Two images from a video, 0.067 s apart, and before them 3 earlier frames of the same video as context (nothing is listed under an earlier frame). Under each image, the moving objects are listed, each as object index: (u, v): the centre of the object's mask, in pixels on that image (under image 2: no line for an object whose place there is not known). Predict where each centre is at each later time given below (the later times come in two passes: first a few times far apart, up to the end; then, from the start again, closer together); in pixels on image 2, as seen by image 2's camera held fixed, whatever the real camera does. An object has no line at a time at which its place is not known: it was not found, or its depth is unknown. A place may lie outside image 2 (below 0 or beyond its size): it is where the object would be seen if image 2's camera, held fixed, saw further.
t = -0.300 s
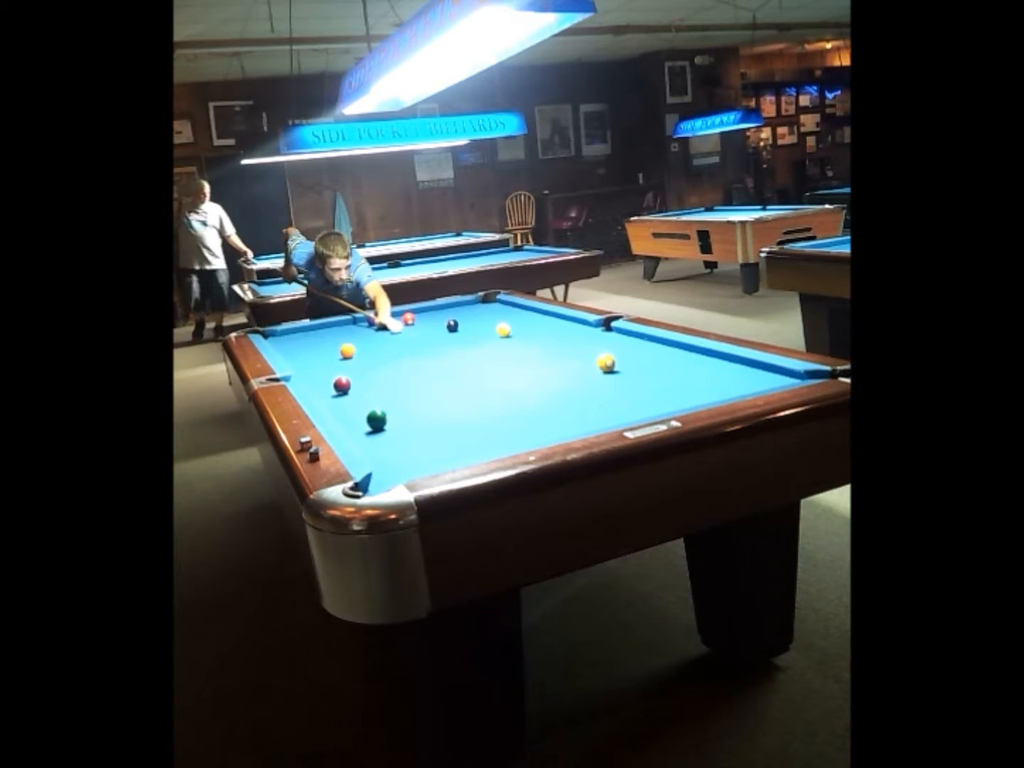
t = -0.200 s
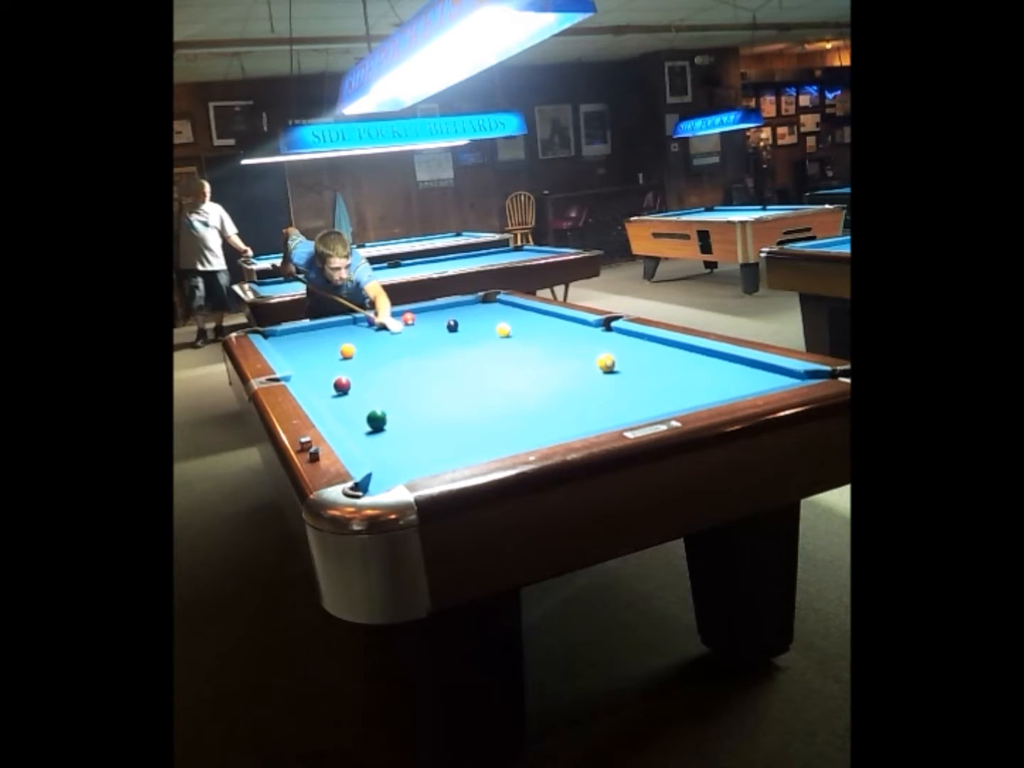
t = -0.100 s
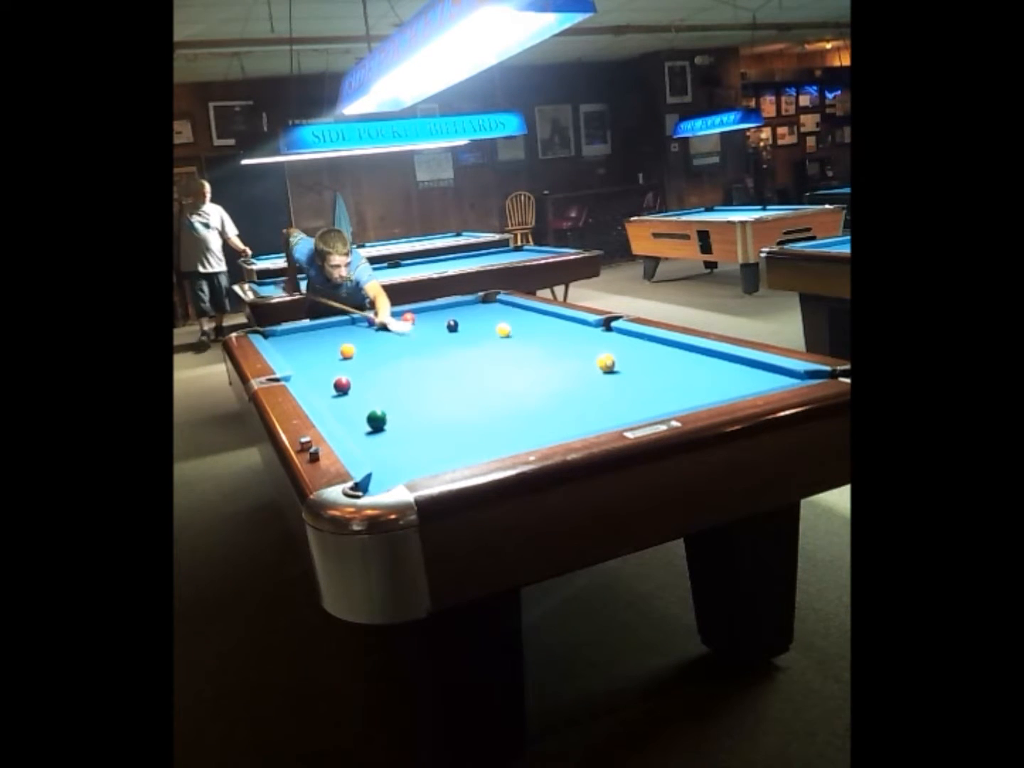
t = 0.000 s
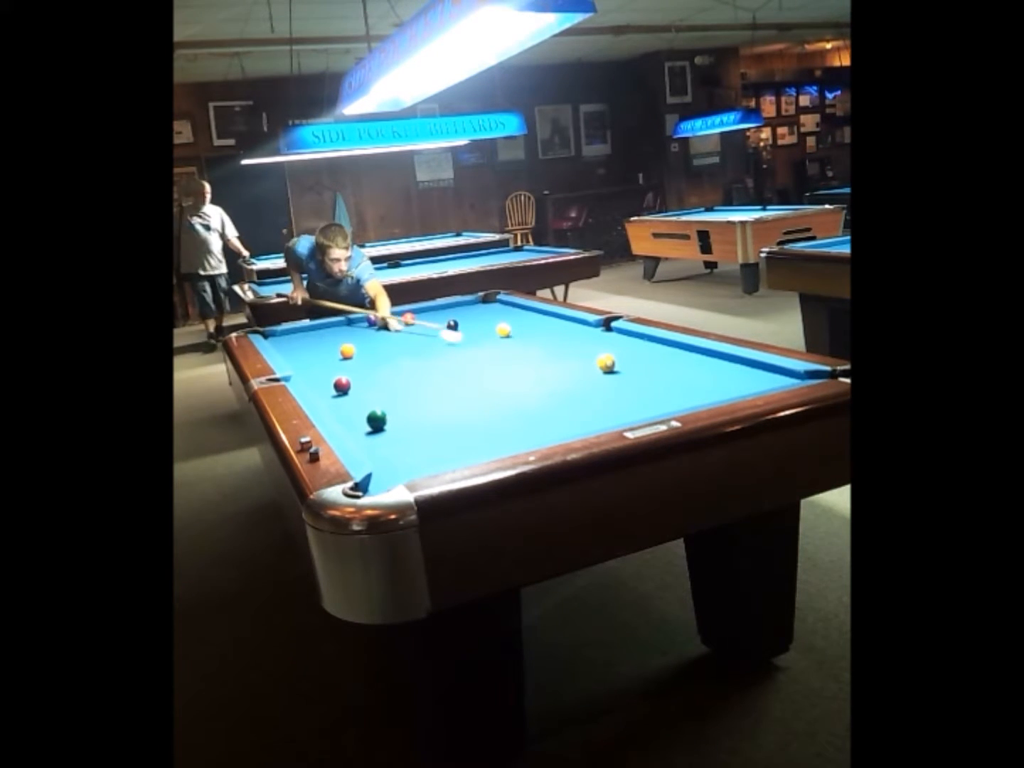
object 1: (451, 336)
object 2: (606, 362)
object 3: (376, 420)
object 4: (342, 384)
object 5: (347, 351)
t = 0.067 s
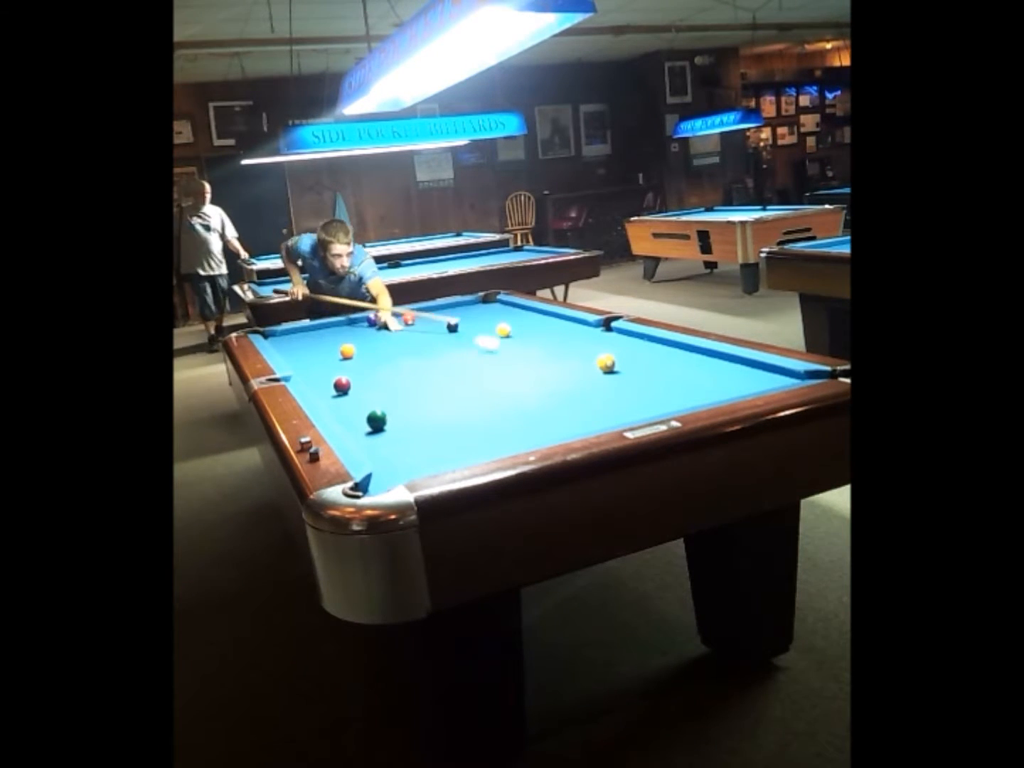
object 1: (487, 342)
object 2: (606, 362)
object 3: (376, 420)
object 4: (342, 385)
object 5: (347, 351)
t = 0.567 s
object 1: (585, 422)
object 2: (723, 378)
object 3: (376, 420)
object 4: (342, 385)
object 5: (347, 351)
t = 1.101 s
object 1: (455, 402)
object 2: (583, 412)
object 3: (376, 420)
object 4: (342, 385)
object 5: (347, 351)
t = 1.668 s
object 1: (360, 382)
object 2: (386, 428)
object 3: (374, 418)
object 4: (340, 385)
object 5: (347, 351)
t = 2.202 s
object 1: (360, 363)
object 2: (365, 420)
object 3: (409, 405)
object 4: (329, 383)
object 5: (347, 351)
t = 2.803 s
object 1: (366, 347)
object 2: (371, 412)
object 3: (449, 384)
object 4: (354, 376)
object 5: (340, 351)
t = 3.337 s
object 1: (387, 338)
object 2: (373, 408)
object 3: (476, 371)
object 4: (368, 371)
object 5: (323, 350)
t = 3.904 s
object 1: (405, 330)
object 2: (374, 407)
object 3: (498, 361)
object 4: (378, 369)
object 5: (309, 350)
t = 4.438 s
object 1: (418, 324)
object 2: (374, 407)
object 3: (513, 353)
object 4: (380, 368)
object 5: (301, 350)
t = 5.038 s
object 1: (430, 320)
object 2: (374, 406)
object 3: (526, 347)
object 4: (380, 368)
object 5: (297, 350)
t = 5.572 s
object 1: (436, 316)
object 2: (374, 407)
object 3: (534, 344)
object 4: (380, 368)
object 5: (296, 350)
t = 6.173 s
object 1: (442, 315)
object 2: (374, 407)
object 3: (539, 342)
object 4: (380, 369)
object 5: (296, 350)
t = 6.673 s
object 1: (444, 314)
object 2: (374, 407)
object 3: (540, 342)
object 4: (380, 368)
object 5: (296, 350)
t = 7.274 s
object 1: (444, 314)
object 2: (374, 407)
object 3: (540, 341)
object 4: (380, 369)
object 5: (296, 350)
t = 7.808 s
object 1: (444, 314)
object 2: (374, 407)
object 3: (540, 341)
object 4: (380, 368)
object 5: (296, 350)
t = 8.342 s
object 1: (444, 314)
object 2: (374, 406)
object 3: (540, 341)
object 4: (380, 368)
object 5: (296, 350)
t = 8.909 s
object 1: (444, 314)
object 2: (374, 407)
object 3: (540, 342)
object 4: (380, 368)
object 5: (296, 350)
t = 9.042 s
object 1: (444, 314)
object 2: (374, 407)
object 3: (540, 342)
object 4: (380, 368)
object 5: (296, 350)
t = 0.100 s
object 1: (507, 346)
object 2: (605, 362)
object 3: (376, 420)
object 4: (342, 384)
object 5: (347, 351)
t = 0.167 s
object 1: (548, 353)
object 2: (606, 362)
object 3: (376, 420)
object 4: (342, 385)
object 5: (347, 351)
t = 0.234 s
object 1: (588, 363)
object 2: (612, 360)
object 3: (376, 420)
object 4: (342, 385)
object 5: (347, 351)
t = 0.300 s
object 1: (581, 374)
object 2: (663, 360)
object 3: (376, 420)
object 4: (342, 385)
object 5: (347, 351)
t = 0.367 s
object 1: (580, 386)
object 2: (714, 359)
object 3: (376, 420)
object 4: (342, 385)
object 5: (347, 351)
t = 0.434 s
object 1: (581, 398)
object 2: (735, 363)
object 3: (376, 420)
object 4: (342, 385)
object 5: (347, 351)
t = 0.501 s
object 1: (584, 412)
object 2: (728, 371)
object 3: (376, 420)
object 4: (342, 385)
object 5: (347, 351)
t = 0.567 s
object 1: (585, 422)
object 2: (723, 378)
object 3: (376, 420)
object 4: (342, 385)
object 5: (347, 351)
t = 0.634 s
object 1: (568, 424)
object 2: (717, 385)
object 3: (376, 420)
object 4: (342, 385)
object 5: (347, 351)
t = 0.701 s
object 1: (550, 423)
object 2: (710, 391)
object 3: (376, 420)
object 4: (342, 385)
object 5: (347, 351)
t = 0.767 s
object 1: (532, 420)
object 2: (702, 396)
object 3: (376, 420)
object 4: (342, 385)
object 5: (347, 351)
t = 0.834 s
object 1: (515, 415)
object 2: (682, 400)
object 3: (376, 420)
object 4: (342, 385)
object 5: (347, 351)
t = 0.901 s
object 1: (499, 411)
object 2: (657, 404)
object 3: (376, 420)
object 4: (342, 385)
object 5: (347, 351)
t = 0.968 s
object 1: (483, 409)
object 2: (632, 407)
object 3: (376, 420)
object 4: (342, 385)
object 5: (347, 351)
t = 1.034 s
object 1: (469, 405)
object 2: (607, 410)
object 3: (376, 420)
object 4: (342, 385)
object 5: (347, 351)
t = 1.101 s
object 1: (455, 402)
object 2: (583, 412)
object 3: (376, 420)
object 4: (342, 385)
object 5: (347, 351)
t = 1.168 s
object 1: (442, 400)
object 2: (559, 414)
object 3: (376, 420)
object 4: (341, 385)
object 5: (347, 351)
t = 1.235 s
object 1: (429, 397)
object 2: (535, 415)
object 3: (376, 420)
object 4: (341, 385)
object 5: (347, 351)
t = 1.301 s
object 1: (417, 394)
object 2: (511, 417)
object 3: (376, 420)
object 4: (341, 385)
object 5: (347, 351)
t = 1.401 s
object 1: (400, 391)
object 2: (477, 420)
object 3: (376, 420)
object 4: (342, 385)
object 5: (347, 351)
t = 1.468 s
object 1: (390, 389)
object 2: (454, 422)
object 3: (376, 420)
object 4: (341, 385)
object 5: (347, 351)
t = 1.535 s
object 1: (379, 386)
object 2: (431, 424)
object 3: (376, 420)
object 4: (341, 385)
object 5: (347, 351)
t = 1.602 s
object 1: (369, 384)
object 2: (409, 426)
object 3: (376, 420)
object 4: (341, 385)
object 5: (347, 351)
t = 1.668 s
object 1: (360, 382)
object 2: (386, 428)
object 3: (374, 418)
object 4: (340, 385)
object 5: (347, 351)
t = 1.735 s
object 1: (360, 380)
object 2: (365, 430)
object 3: (378, 418)
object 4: (332, 386)
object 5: (347, 351)
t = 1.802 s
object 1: (360, 378)
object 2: (356, 429)
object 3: (377, 420)
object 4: (325, 386)
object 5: (347, 351)
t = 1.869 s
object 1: (359, 375)
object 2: (361, 426)
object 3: (380, 419)
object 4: (319, 387)
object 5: (347, 351)
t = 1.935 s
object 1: (360, 372)
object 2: (362, 424)
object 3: (386, 416)
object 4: (315, 387)
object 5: (347, 351)
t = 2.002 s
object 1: (359, 370)
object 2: (362, 423)
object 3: (392, 413)
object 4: (318, 387)
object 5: (347, 351)
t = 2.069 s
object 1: (360, 368)
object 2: (363, 422)
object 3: (398, 410)
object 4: (322, 385)
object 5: (347, 351)
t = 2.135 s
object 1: (359, 366)
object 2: (364, 420)
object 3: (403, 407)
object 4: (325, 384)
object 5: (347, 351)
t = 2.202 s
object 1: (360, 363)
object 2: (365, 420)
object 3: (409, 405)
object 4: (329, 383)
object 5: (347, 351)
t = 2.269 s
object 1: (359, 361)
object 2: (366, 419)
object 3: (414, 402)
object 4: (332, 382)
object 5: (347, 351)
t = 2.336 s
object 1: (359, 359)
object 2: (366, 417)
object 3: (419, 399)
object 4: (335, 382)
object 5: (346, 351)
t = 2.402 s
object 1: (359, 357)
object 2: (367, 416)
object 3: (424, 397)
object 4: (338, 380)
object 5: (346, 351)
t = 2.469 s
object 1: (359, 356)
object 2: (368, 416)
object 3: (429, 395)
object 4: (341, 379)
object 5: (346, 351)
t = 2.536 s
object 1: (359, 354)
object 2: (368, 415)
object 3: (433, 393)
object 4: (343, 378)
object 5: (346, 351)
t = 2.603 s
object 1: (358, 352)
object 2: (369, 414)
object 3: (437, 391)
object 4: (346, 378)
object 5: (346, 351)
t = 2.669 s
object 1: (359, 350)
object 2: (370, 413)
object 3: (441, 389)
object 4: (349, 377)
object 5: (345, 351)
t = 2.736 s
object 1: (363, 349)
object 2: (370, 412)
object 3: (445, 387)
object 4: (351, 376)
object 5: (343, 351)
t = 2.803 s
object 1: (366, 347)
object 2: (371, 412)
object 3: (449, 384)
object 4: (354, 376)
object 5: (340, 351)
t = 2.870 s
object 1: (369, 346)
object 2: (371, 411)
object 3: (453, 383)
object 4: (356, 375)
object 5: (338, 351)
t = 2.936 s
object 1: (372, 345)
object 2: (372, 410)
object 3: (457, 381)
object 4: (358, 375)
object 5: (335, 351)
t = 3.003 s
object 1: (374, 344)
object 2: (372, 410)
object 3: (461, 379)
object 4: (360, 374)
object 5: (333, 351)
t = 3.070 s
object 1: (377, 342)
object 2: (372, 409)
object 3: (464, 377)
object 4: (362, 374)
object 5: (331, 351)
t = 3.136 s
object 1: (380, 341)
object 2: (372, 409)
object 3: (467, 376)
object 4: (364, 373)
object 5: (329, 351)
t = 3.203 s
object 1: (383, 340)
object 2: (373, 409)
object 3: (470, 374)
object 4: (365, 372)
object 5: (326, 350)
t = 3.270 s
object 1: (385, 339)
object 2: (373, 409)
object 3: (473, 372)
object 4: (367, 372)
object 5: (324, 350)
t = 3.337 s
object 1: (387, 338)
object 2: (373, 408)
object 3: (476, 371)
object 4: (368, 371)
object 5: (323, 350)
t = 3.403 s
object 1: (390, 337)
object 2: (373, 408)
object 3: (479, 370)
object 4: (370, 371)
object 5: (321, 350)
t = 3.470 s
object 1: (392, 336)
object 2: (373, 407)
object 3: (481, 368)
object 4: (371, 371)
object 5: (319, 350)
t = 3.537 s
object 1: (394, 335)
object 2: (373, 407)
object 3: (484, 367)
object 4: (373, 370)
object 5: (317, 350)
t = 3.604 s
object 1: (396, 334)
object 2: (374, 407)
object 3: (487, 365)
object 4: (374, 370)
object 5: (316, 350)
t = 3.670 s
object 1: (398, 333)
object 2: (374, 407)
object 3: (490, 364)
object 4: (375, 370)
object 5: (314, 350)
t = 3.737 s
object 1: (400, 332)
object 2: (374, 407)
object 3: (492, 363)
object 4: (376, 370)
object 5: (313, 350)
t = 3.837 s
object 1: (403, 331)
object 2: (374, 407)
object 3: (495, 362)
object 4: (377, 370)
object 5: (310, 350)
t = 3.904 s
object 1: (405, 330)
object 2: (374, 407)
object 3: (498, 361)
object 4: (378, 369)
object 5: (309, 350)
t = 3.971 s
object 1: (407, 329)
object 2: (374, 407)
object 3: (500, 360)
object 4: (378, 369)
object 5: (308, 350)
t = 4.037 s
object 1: (409, 329)
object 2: (374, 407)
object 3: (502, 359)
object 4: (378, 369)
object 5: (307, 350)
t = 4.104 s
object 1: (411, 328)
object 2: (374, 407)
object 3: (504, 358)
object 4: (379, 369)
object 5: (306, 350)
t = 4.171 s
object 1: (413, 327)
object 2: (374, 407)
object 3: (506, 357)
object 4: (379, 369)
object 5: (305, 350)
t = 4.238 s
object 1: (414, 326)
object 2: (374, 407)
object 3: (508, 356)
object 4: (379, 369)
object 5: (304, 350)
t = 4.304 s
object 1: (415, 325)
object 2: (374, 407)
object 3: (510, 354)
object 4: (380, 369)
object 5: (303, 350)
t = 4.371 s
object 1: (417, 325)
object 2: (374, 407)
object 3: (511, 354)
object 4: (380, 369)
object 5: (302, 350)
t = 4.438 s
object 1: (418, 324)
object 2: (374, 407)
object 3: (513, 353)
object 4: (380, 368)
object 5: (301, 350)
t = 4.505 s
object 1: (420, 323)
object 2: (374, 407)
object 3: (515, 352)
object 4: (380, 368)
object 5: (300, 350)
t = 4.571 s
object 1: (421, 323)
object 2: (374, 407)
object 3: (516, 352)
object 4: (380, 368)
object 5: (300, 350)
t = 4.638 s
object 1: (422, 322)
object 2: (374, 407)
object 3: (518, 351)
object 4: (380, 368)
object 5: (299, 350)
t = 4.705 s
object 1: (424, 322)
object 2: (374, 407)
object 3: (519, 350)
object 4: (380, 368)
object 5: (299, 350)
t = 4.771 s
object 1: (425, 321)
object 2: (374, 407)
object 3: (521, 350)
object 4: (380, 368)
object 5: (298, 350)
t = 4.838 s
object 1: (426, 321)
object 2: (374, 407)
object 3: (522, 349)
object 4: (380, 368)
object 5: (298, 350)
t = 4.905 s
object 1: (427, 321)
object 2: (374, 406)
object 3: (523, 348)
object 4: (380, 368)
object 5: (298, 350)
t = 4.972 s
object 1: (428, 320)
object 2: (374, 406)
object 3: (524, 348)
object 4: (380, 368)
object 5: (297, 350)
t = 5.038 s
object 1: (430, 320)
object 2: (374, 406)
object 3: (526, 347)
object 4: (380, 368)
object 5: (297, 350)
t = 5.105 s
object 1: (431, 319)
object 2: (374, 406)
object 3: (527, 347)
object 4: (380, 368)
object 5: (297, 350)
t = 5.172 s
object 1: (431, 319)
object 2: (374, 406)
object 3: (528, 346)
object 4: (380, 368)
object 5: (297, 350)
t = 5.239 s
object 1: (432, 318)
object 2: (374, 406)
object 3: (530, 346)
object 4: (380, 368)
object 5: (297, 350)
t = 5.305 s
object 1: (432, 318)
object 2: (374, 406)
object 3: (531, 345)
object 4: (380, 368)
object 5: (296, 350)
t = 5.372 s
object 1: (433, 317)
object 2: (374, 407)
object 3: (531, 345)
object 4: (380, 368)
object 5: (296, 350)
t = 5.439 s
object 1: (434, 317)
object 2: (374, 407)
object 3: (532, 345)
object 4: (380, 368)
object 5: (296, 350)
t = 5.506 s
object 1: (435, 317)
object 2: (374, 407)
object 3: (533, 344)
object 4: (380, 368)
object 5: (296, 350)
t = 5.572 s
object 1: (436, 316)
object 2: (374, 407)
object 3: (534, 344)
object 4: (380, 368)
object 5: (296, 350)
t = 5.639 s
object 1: (436, 316)
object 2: (374, 407)
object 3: (535, 344)
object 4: (380, 368)
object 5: (296, 350)
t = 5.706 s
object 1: (437, 316)
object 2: (374, 407)
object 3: (536, 343)
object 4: (380, 368)
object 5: (296, 350)
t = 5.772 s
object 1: (438, 316)
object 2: (374, 407)
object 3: (536, 343)
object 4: (380, 368)
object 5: (296, 350)
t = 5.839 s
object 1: (439, 316)
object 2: (374, 407)
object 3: (537, 343)
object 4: (380, 368)
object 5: (296, 350)
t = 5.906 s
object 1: (439, 315)
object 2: (374, 407)
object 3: (537, 342)
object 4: (380, 369)
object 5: (296, 350)
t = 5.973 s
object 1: (440, 315)
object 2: (374, 407)
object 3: (538, 342)
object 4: (380, 369)
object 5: (296, 350)
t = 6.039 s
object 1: (440, 315)
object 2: (374, 407)
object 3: (538, 342)
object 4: (380, 369)
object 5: (296, 350)
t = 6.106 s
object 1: (441, 315)
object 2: (374, 407)
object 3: (539, 342)
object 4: (380, 369)
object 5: (296, 350)
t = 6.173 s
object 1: (442, 315)
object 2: (374, 407)
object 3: (539, 342)
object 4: (380, 369)
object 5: (296, 350)
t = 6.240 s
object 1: (442, 315)
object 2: (374, 407)
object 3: (539, 342)
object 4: (380, 369)
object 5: (296, 350)
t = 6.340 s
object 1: (443, 315)
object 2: (374, 407)
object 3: (540, 342)
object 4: (380, 369)
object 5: (296, 350)
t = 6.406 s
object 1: (443, 314)
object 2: (374, 407)
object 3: (540, 342)
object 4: (380, 368)
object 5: (296, 350)
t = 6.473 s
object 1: (443, 314)
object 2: (374, 407)
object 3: (540, 342)
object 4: (380, 368)
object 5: (296, 350)
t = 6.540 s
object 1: (443, 314)
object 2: (374, 407)
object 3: (540, 342)
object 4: (380, 368)
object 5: (296, 350)
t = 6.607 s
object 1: (444, 314)
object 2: (374, 407)
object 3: (540, 342)
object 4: (380, 368)
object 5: (296, 350)
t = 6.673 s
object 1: (444, 314)
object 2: (374, 407)
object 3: (540, 342)
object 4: (380, 368)
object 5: (296, 350)
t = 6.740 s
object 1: (444, 314)
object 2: (374, 407)
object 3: (540, 342)
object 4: (380, 368)
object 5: (296, 350)
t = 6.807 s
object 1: (444, 314)
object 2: (374, 407)
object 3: (540, 341)
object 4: (380, 368)
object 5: (296, 350)
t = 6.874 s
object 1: (444, 314)
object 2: (374, 407)
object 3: (540, 342)
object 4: (380, 369)
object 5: (296, 350)
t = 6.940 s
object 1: (444, 314)
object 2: (374, 407)
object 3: (540, 341)
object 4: (380, 369)
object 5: (296, 350)
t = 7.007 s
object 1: (444, 314)
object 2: (374, 407)
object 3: (540, 341)
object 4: (380, 369)
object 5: (296, 350)
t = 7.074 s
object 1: (444, 314)
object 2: (374, 407)
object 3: (540, 341)
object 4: (380, 368)
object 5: (296, 350)
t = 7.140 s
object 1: (444, 314)
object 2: (374, 407)
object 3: (540, 341)
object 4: (380, 368)
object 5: (296, 350)
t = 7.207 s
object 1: (444, 314)
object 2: (374, 407)
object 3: (540, 341)
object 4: (380, 369)
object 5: (296, 350)
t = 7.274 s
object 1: (444, 314)
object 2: (374, 407)
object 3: (540, 341)
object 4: (380, 369)
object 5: (296, 350)
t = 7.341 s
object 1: (444, 314)
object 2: (374, 407)
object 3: (540, 341)
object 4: (380, 368)
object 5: (296, 350)
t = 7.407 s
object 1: (444, 314)
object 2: (374, 407)
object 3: (540, 341)
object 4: (380, 368)
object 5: (296, 350)
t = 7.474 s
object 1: (444, 314)
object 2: (374, 407)
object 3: (540, 341)
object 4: (380, 369)
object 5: (296, 350)
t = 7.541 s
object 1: (444, 314)
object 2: (374, 407)
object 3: (540, 341)
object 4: (380, 369)
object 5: (296, 350)
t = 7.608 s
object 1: (444, 314)
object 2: (374, 407)
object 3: (540, 341)
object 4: (380, 369)
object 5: (296, 350)
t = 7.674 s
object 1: (444, 314)
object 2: (374, 407)
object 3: (540, 341)
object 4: (380, 368)
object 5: (296, 350)
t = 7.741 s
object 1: (444, 314)
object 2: (374, 407)
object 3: (540, 341)
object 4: (380, 368)
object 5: (296, 350)
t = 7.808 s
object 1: (444, 314)
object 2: (374, 407)
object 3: (540, 341)
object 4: (380, 368)
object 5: (296, 350)
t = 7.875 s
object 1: (444, 314)
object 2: (374, 407)
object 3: (540, 341)
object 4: (380, 368)
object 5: (296, 350)
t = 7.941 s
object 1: (444, 314)
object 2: (374, 407)
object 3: (540, 341)
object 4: (380, 368)
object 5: (296, 350)
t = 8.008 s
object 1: (444, 314)
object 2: (374, 406)
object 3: (540, 341)
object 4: (380, 368)
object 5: (296, 350)
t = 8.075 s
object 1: (444, 314)
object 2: (374, 406)
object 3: (540, 341)
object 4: (380, 368)
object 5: (296, 350)
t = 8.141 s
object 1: (444, 314)
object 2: (374, 406)
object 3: (540, 341)
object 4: (380, 368)
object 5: (296, 350)
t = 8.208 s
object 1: (444, 314)
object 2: (374, 406)
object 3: (540, 341)
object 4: (380, 368)
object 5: (296, 350)
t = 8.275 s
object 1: (444, 314)
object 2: (374, 406)
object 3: (540, 341)
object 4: (380, 368)
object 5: (296, 350)
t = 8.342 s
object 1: (444, 314)
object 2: (374, 406)
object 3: (540, 341)
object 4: (380, 368)
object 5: (296, 350)
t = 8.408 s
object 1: (444, 314)
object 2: (374, 406)
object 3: (540, 341)
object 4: (380, 368)
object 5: (296, 350)
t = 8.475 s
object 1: (444, 314)
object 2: (374, 406)
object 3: (540, 342)
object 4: (380, 368)
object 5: (296, 350)
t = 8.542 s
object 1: (444, 314)
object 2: (374, 407)
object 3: (540, 341)
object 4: (380, 369)
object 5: (296, 350)
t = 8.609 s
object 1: (444, 314)
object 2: (374, 407)
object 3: (540, 342)
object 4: (380, 368)
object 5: (296, 350)
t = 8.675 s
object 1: (444, 314)
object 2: (374, 407)
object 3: (540, 342)
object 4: (380, 368)
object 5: (296, 350)
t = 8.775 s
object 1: (444, 314)
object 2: (374, 407)
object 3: (540, 342)
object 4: (380, 368)
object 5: (296, 350)
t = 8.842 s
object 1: (444, 314)
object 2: (374, 407)
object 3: (540, 342)
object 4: (380, 368)
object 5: (296, 350)
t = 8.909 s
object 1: (444, 314)
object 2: (374, 407)
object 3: (540, 342)
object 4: (380, 368)
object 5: (296, 350)
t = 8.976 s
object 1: (444, 314)
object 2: (374, 407)
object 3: (540, 342)
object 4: (380, 368)
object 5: (296, 350)
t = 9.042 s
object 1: (444, 314)
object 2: (374, 407)
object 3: (540, 342)
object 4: (380, 368)
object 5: (296, 350)
